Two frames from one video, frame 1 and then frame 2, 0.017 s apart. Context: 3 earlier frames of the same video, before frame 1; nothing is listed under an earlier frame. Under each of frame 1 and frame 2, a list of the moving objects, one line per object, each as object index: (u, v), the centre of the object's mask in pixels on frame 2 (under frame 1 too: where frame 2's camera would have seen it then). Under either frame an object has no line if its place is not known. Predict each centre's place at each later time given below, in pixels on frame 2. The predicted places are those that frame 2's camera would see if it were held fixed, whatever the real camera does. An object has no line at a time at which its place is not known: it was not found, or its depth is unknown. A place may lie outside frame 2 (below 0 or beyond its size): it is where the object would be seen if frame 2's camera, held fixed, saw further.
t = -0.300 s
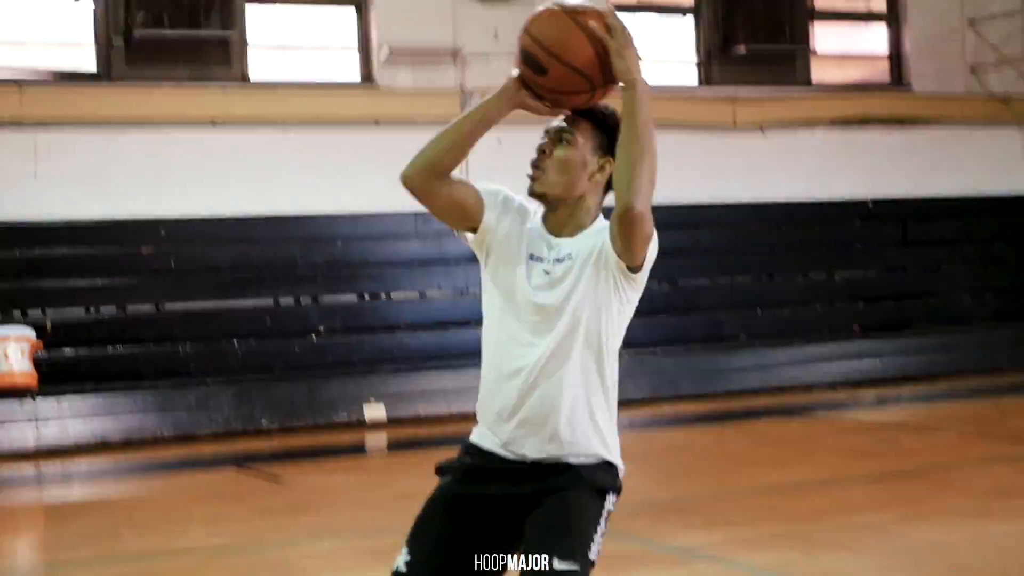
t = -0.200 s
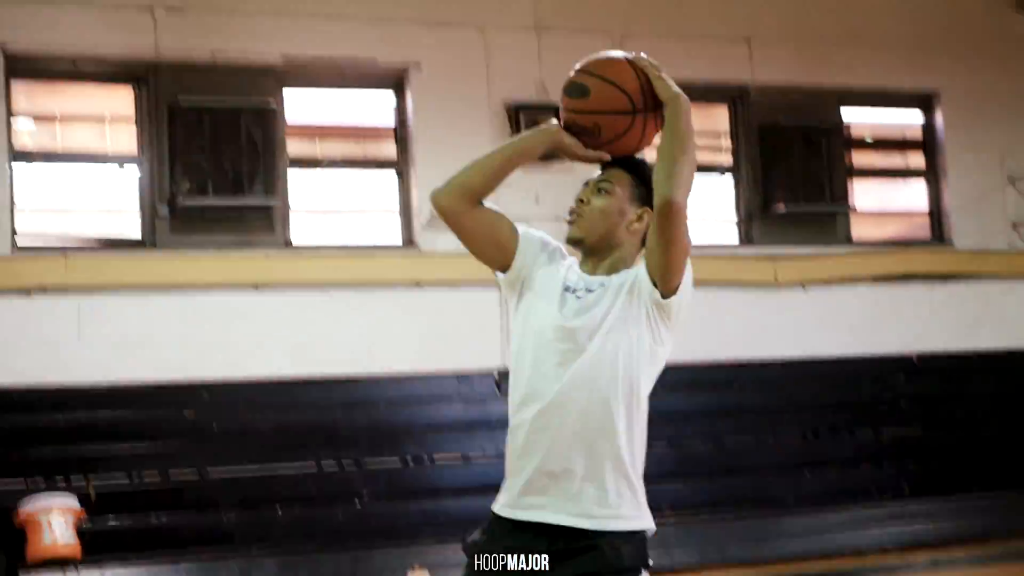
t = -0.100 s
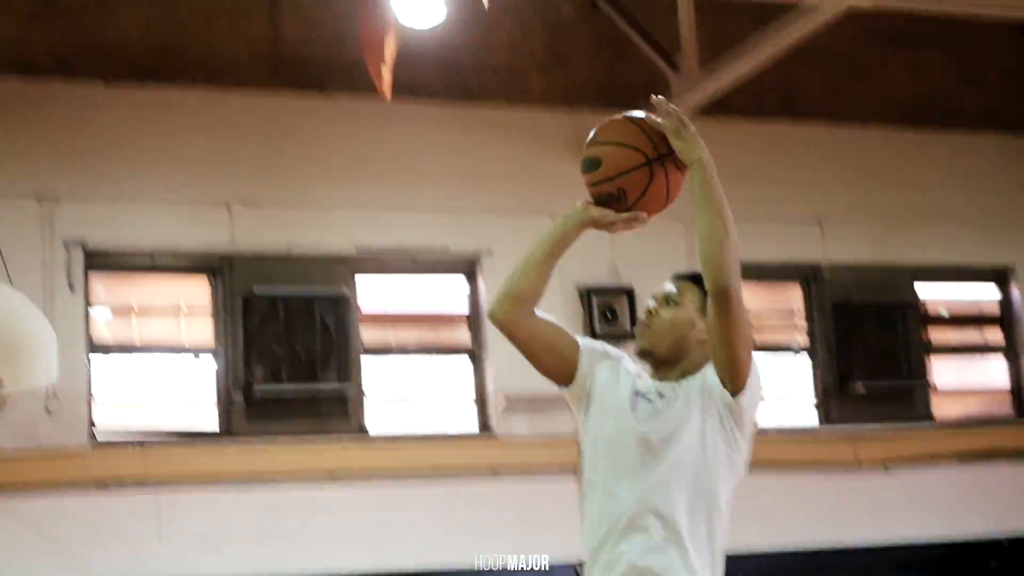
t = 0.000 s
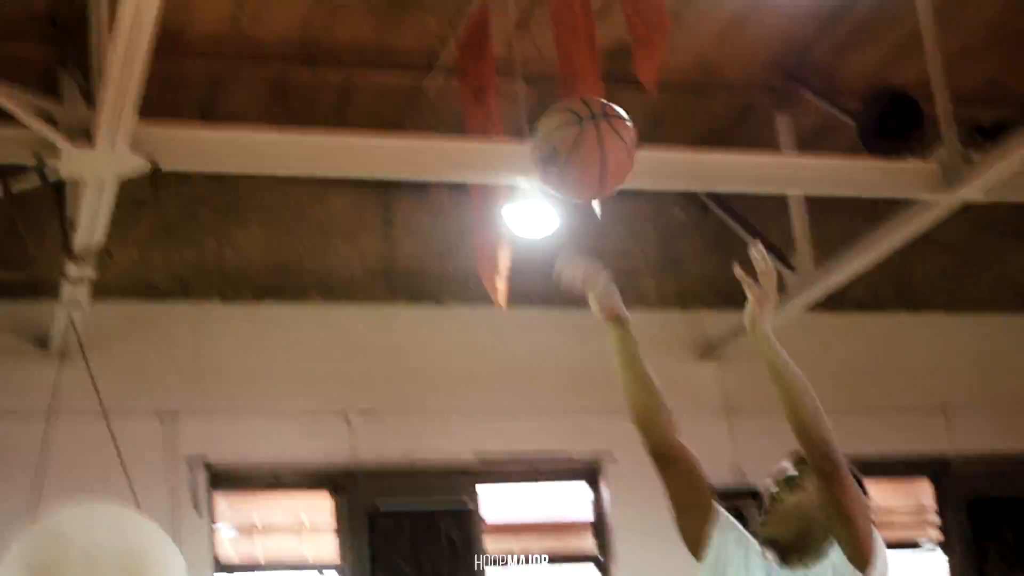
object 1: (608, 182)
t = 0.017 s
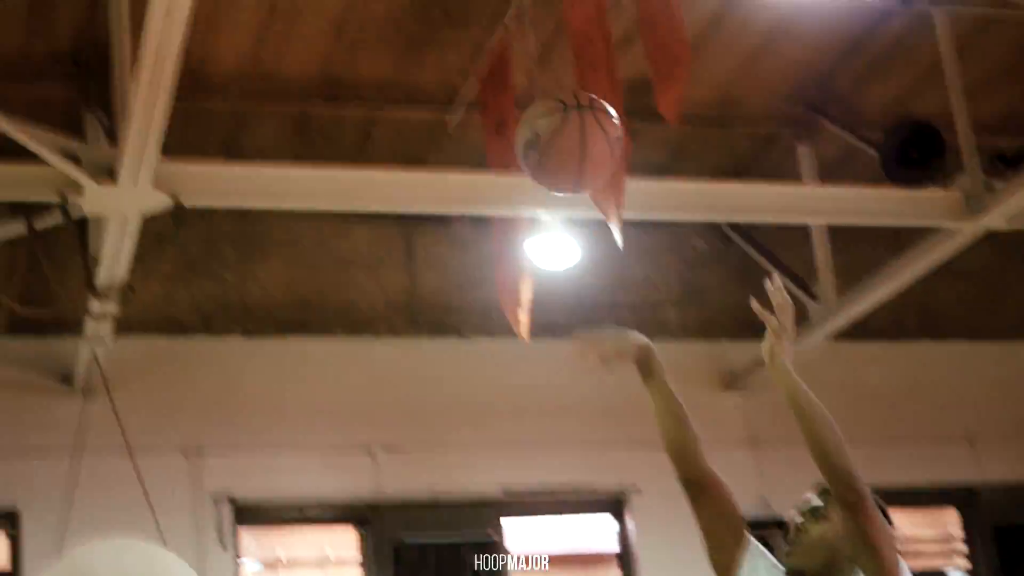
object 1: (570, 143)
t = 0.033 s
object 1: (533, 104)
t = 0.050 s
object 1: (498, 67)
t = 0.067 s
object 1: (463, 32)
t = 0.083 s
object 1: (429, -4)
